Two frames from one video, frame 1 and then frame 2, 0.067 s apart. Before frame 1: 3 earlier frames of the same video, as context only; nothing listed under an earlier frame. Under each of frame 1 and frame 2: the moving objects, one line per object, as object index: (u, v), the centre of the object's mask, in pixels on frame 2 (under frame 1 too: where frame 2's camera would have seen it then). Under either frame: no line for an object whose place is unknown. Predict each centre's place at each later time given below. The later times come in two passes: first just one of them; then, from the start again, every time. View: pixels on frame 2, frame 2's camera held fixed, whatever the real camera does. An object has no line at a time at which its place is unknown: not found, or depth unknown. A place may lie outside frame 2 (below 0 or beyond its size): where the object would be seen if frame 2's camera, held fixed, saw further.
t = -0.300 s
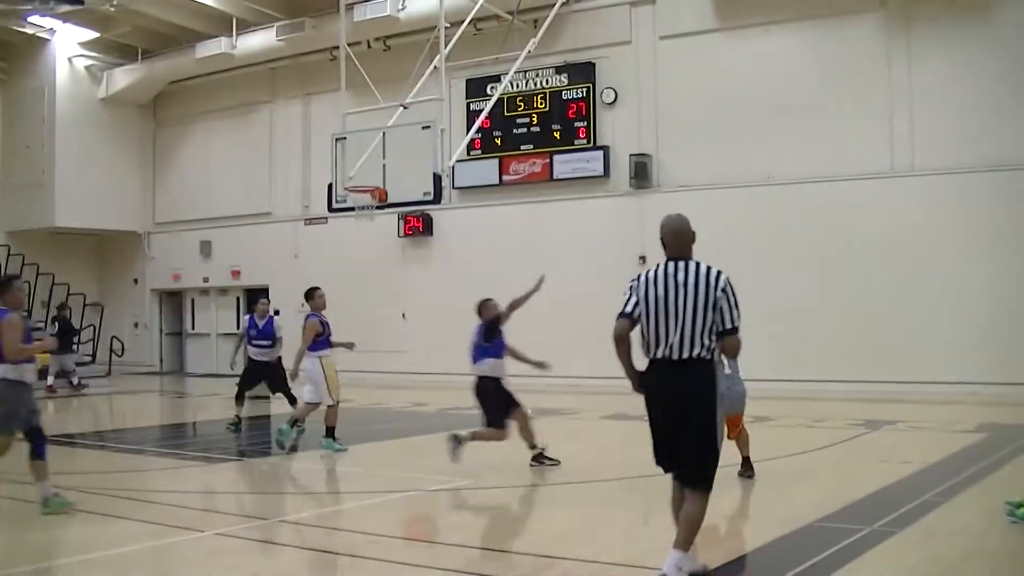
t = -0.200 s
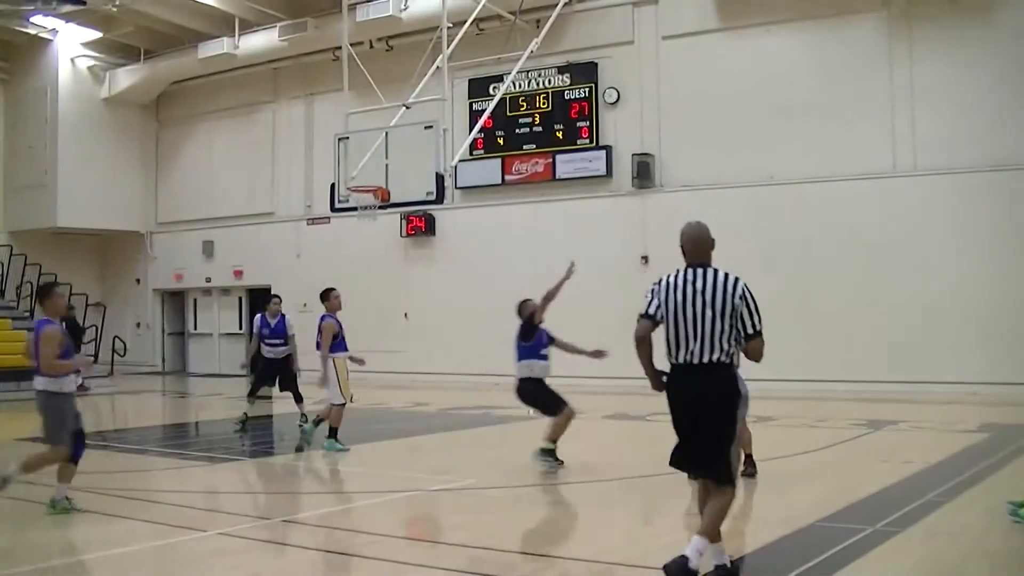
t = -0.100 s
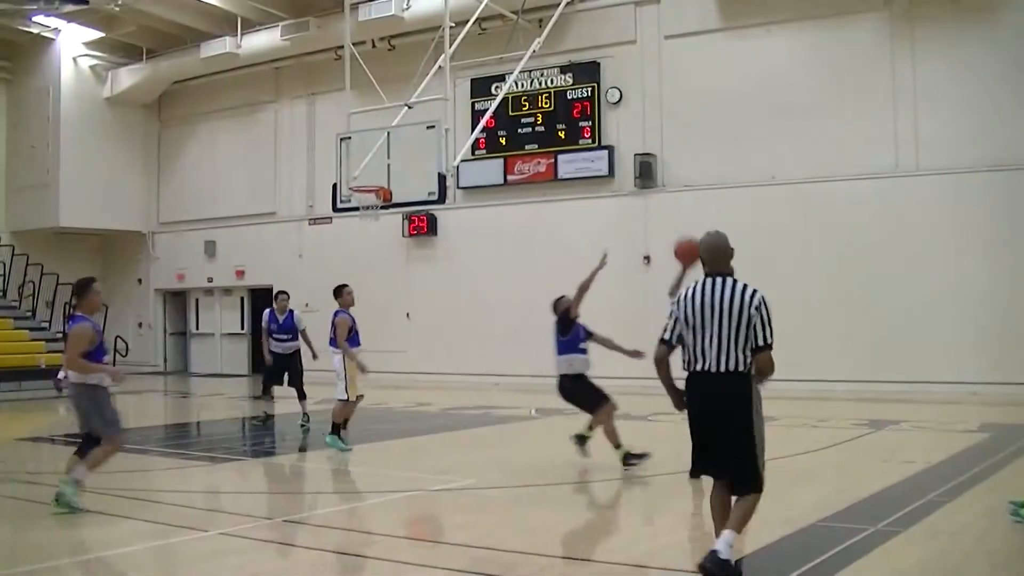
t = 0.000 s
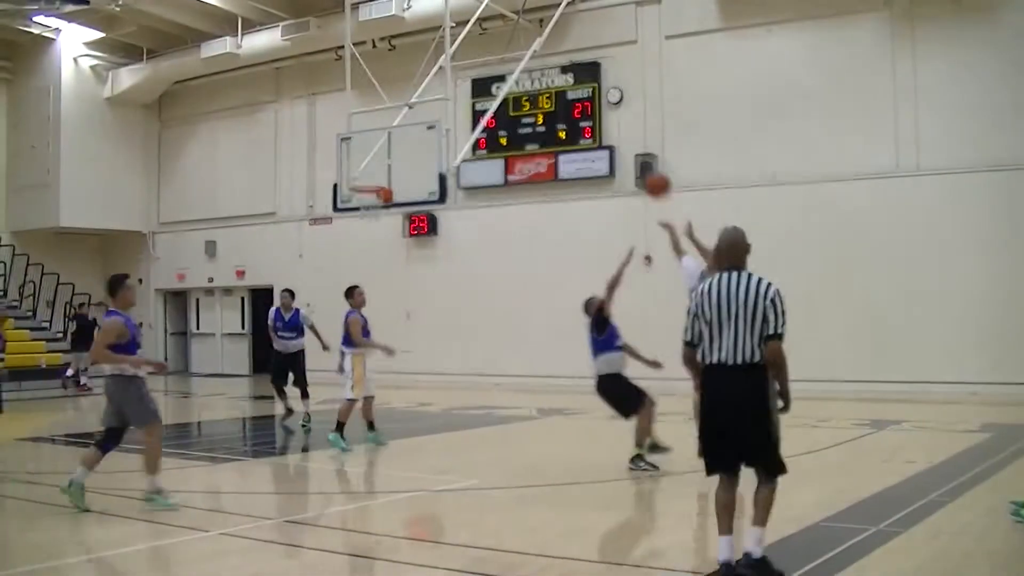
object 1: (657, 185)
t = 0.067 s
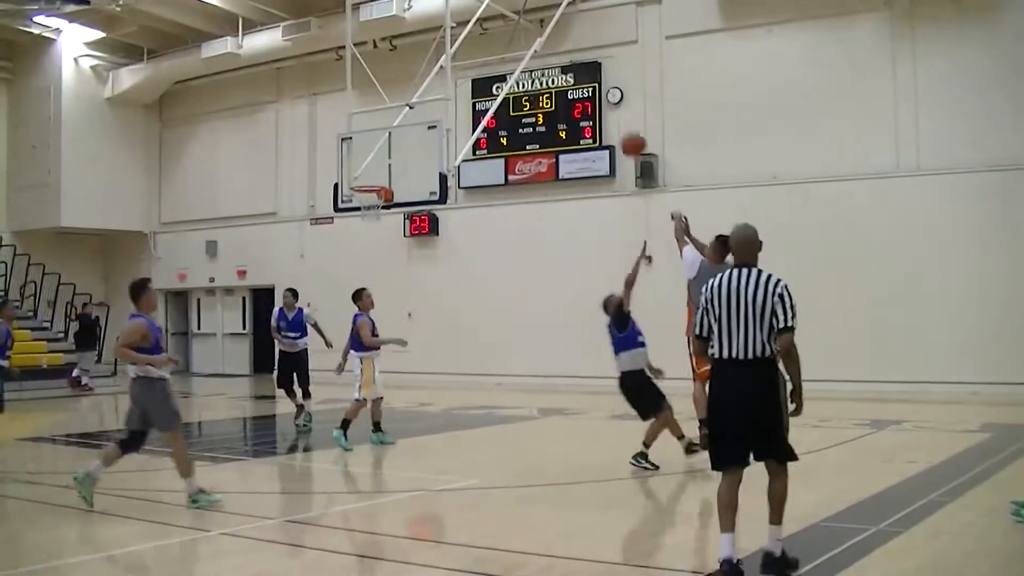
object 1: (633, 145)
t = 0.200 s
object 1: (588, 82)
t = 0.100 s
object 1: (622, 126)
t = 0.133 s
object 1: (609, 111)
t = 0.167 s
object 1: (599, 96)
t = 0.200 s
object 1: (588, 82)
